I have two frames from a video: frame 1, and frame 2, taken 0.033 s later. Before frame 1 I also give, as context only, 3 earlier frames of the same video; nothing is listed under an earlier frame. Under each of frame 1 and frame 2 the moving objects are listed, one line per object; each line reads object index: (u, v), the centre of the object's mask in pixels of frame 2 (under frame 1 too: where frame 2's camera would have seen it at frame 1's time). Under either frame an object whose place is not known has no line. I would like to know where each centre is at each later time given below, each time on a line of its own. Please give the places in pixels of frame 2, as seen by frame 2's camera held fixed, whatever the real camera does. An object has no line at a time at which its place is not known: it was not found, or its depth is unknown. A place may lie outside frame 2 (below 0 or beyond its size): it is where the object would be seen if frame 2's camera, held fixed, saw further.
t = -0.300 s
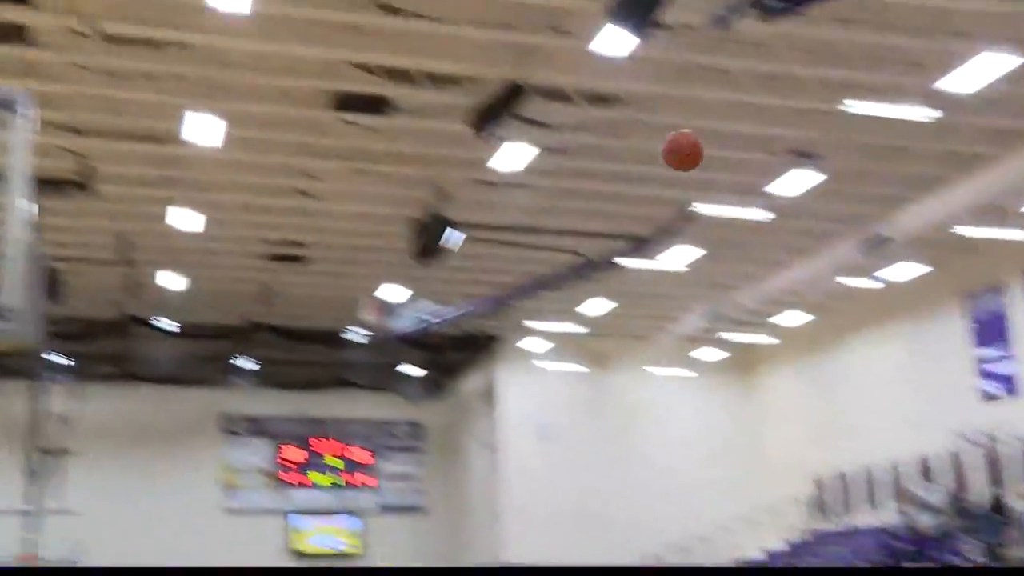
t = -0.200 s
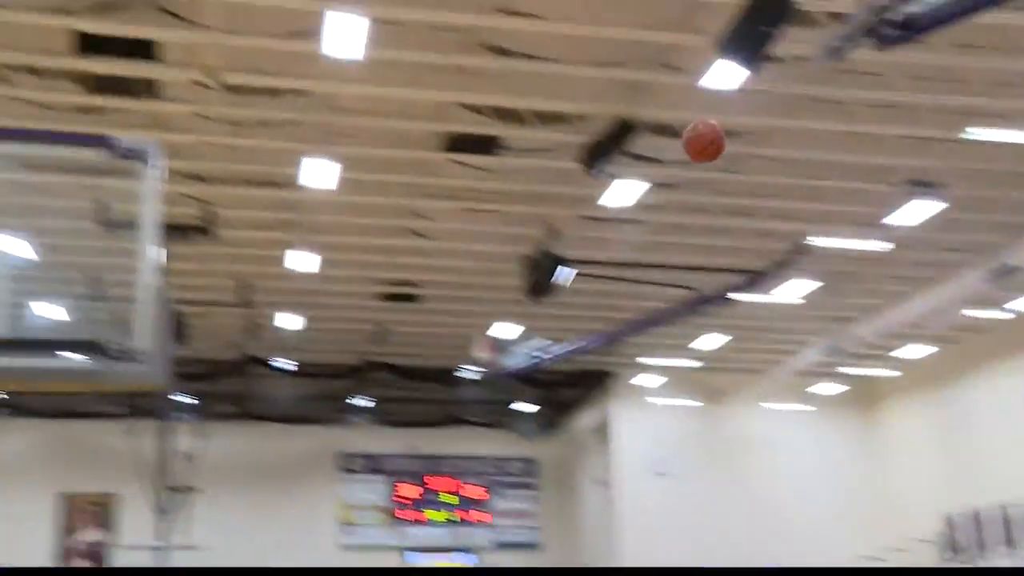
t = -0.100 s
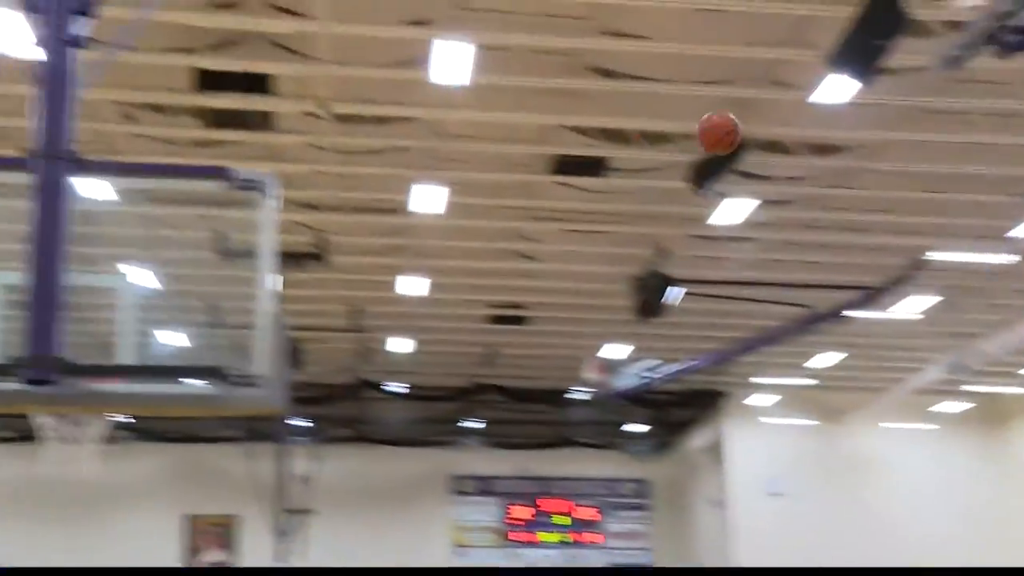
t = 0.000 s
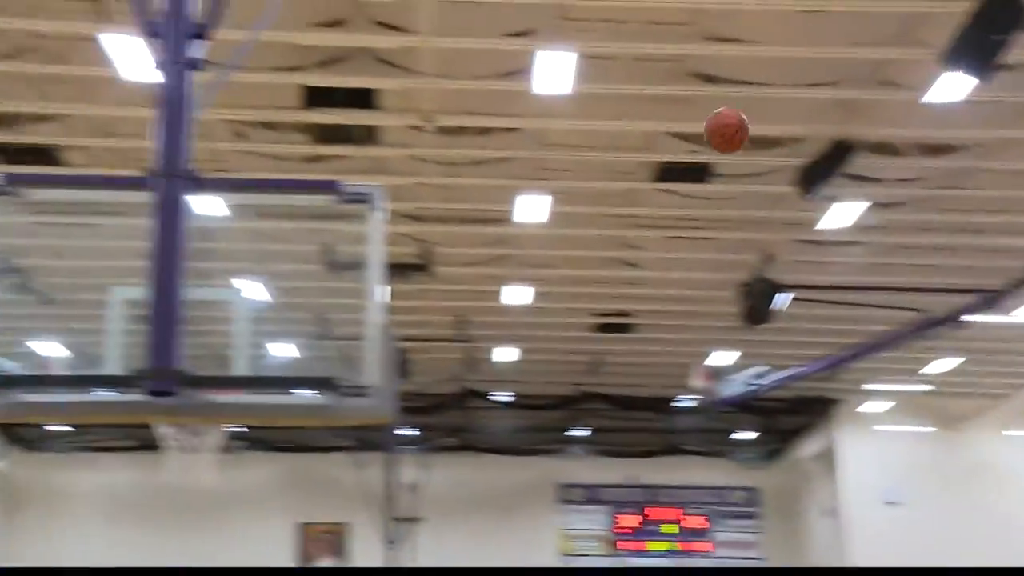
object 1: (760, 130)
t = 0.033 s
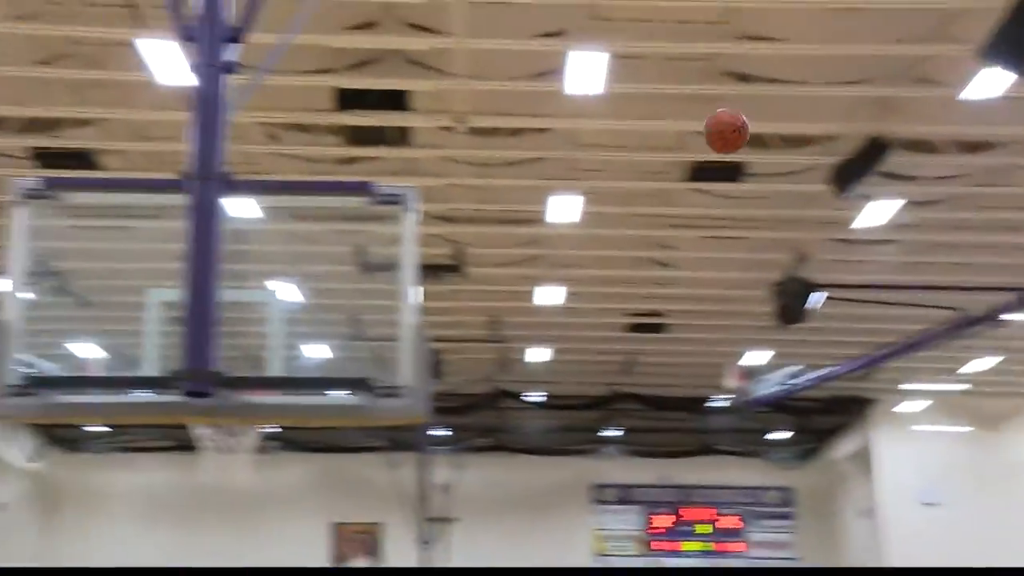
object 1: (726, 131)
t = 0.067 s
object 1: (693, 135)
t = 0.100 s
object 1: (660, 141)
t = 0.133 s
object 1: (626, 148)
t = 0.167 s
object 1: (594, 157)
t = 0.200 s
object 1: (561, 168)
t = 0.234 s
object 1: (529, 183)
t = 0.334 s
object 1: (435, 241)
